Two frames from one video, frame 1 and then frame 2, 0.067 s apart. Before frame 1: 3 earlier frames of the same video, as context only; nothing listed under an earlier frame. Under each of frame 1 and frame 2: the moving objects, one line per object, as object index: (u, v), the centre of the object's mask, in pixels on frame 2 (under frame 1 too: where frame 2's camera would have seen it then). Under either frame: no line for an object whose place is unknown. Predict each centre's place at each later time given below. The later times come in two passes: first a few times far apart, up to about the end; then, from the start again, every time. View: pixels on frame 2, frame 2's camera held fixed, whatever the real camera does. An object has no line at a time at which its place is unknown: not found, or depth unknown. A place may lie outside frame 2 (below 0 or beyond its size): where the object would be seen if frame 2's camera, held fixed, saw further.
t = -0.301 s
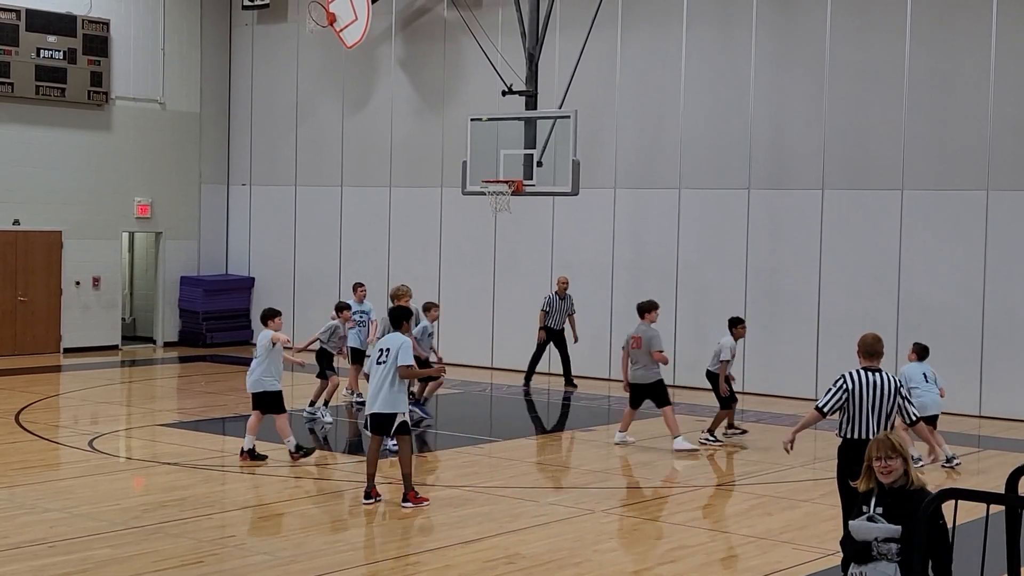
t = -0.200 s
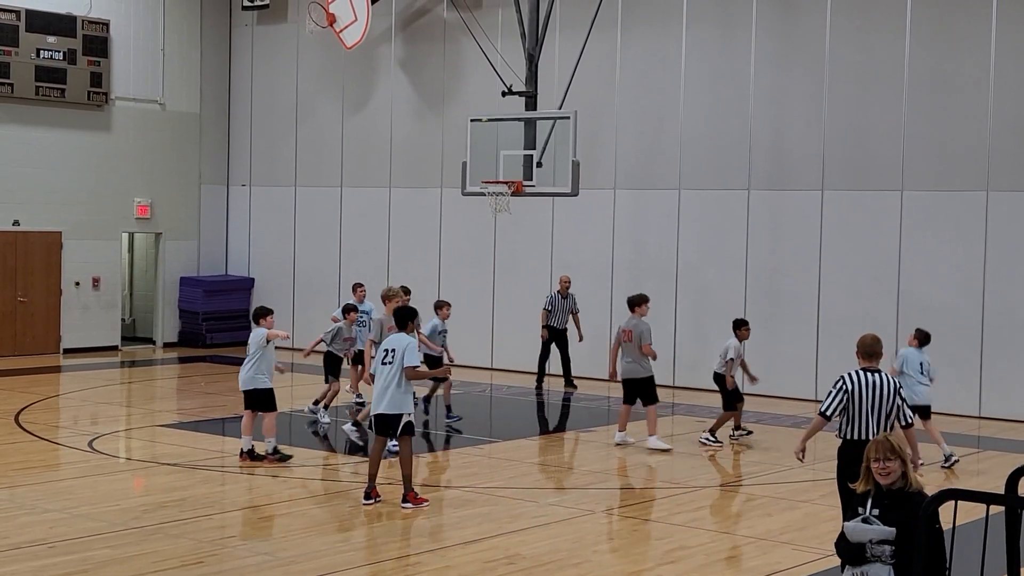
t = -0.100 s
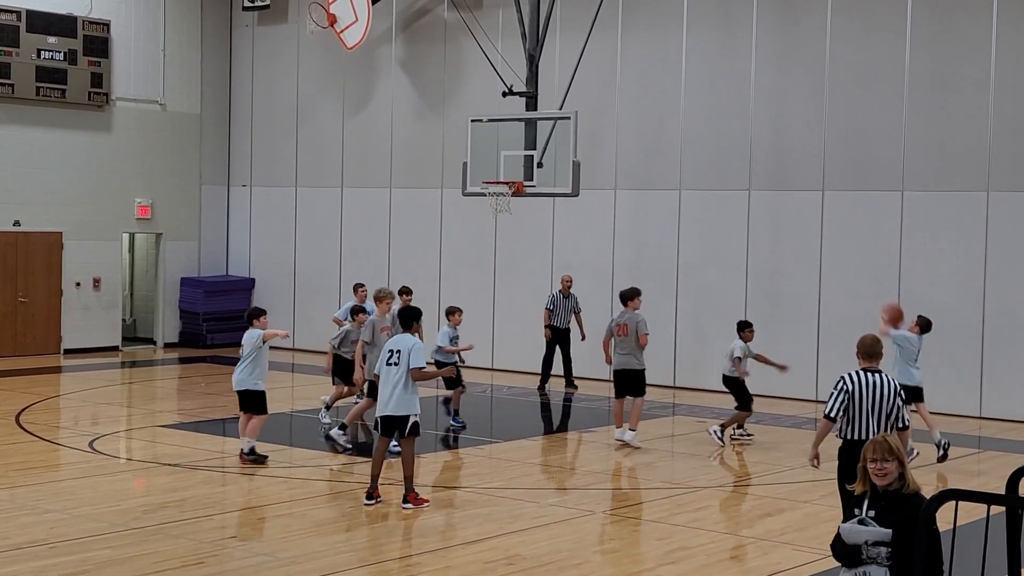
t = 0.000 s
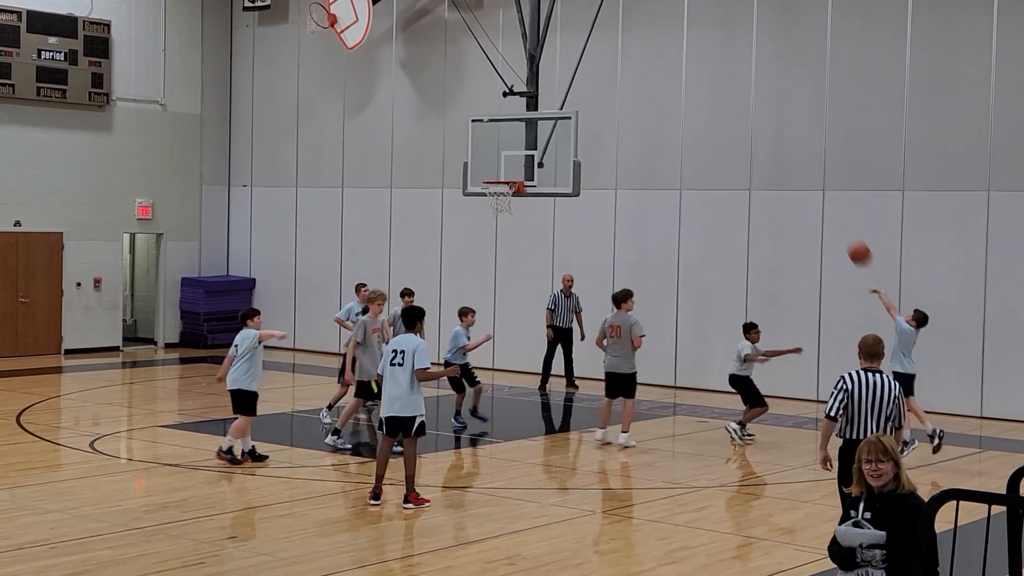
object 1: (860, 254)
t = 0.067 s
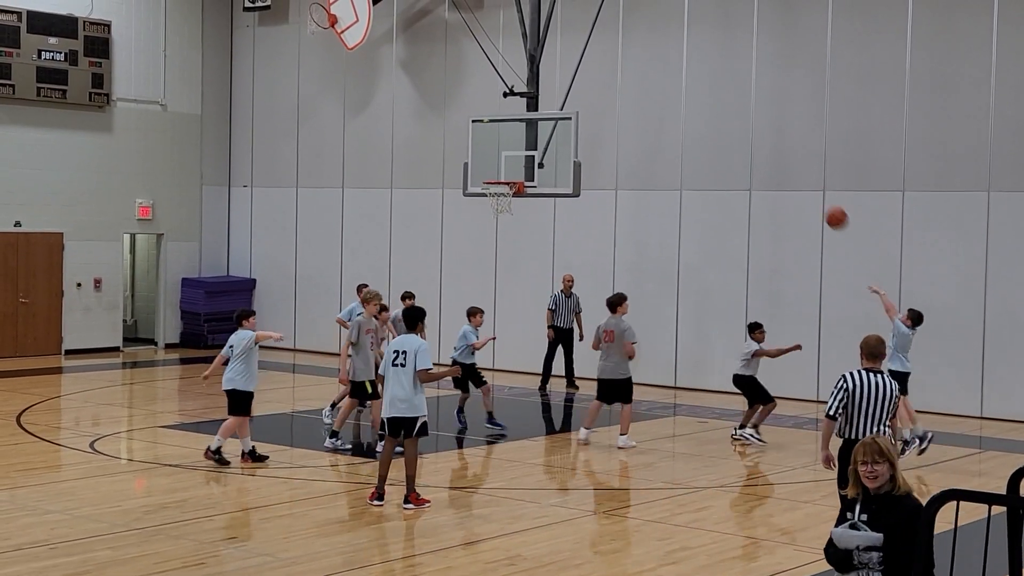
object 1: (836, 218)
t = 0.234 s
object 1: (780, 148)
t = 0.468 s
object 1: (705, 94)
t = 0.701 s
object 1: (637, 87)
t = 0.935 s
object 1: (572, 120)
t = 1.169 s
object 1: (525, 170)
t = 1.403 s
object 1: (506, 150)
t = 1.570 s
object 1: (492, 161)
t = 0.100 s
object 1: (825, 201)
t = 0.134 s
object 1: (813, 187)
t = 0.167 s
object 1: (802, 172)
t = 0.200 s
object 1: (791, 160)
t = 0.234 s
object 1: (780, 148)
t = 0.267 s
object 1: (769, 137)
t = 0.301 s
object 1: (758, 128)
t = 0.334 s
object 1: (747, 119)
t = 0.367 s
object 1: (737, 111)
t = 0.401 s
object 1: (726, 105)
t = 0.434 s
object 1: (716, 99)
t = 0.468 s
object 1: (705, 94)
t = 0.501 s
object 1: (695, 91)
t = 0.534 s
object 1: (685, 88)
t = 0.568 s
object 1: (675, 86)
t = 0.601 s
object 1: (666, 85)
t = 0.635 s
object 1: (656, 85)
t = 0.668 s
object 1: (646, 86)
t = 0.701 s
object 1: (637, 87)
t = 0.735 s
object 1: (627, 89)
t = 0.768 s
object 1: (617, 93)
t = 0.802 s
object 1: (608, 97)
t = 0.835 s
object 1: (599, 101)
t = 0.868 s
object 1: (590, 107)
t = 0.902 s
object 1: (581, 113)
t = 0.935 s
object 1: (572, 120)
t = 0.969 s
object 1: (563, 129)
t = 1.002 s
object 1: (554, 138)
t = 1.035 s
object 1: (546, 146)
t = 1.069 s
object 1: (537, 157)
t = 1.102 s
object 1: (528, 167)
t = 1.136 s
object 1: (524, 175)
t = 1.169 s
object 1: (525, 170)
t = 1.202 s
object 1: (522, 164)
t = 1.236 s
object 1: (519, 160)
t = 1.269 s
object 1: (517, 156)
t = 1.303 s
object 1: (514, 153)
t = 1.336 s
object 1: (511, 151)
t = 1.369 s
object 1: (509, 150)
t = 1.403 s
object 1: (506, 150)
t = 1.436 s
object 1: (503, 150)
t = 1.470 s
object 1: (500, 152)
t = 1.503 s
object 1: (497, 154)
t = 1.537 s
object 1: (494, 157)
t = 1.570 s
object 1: (492, 161)
